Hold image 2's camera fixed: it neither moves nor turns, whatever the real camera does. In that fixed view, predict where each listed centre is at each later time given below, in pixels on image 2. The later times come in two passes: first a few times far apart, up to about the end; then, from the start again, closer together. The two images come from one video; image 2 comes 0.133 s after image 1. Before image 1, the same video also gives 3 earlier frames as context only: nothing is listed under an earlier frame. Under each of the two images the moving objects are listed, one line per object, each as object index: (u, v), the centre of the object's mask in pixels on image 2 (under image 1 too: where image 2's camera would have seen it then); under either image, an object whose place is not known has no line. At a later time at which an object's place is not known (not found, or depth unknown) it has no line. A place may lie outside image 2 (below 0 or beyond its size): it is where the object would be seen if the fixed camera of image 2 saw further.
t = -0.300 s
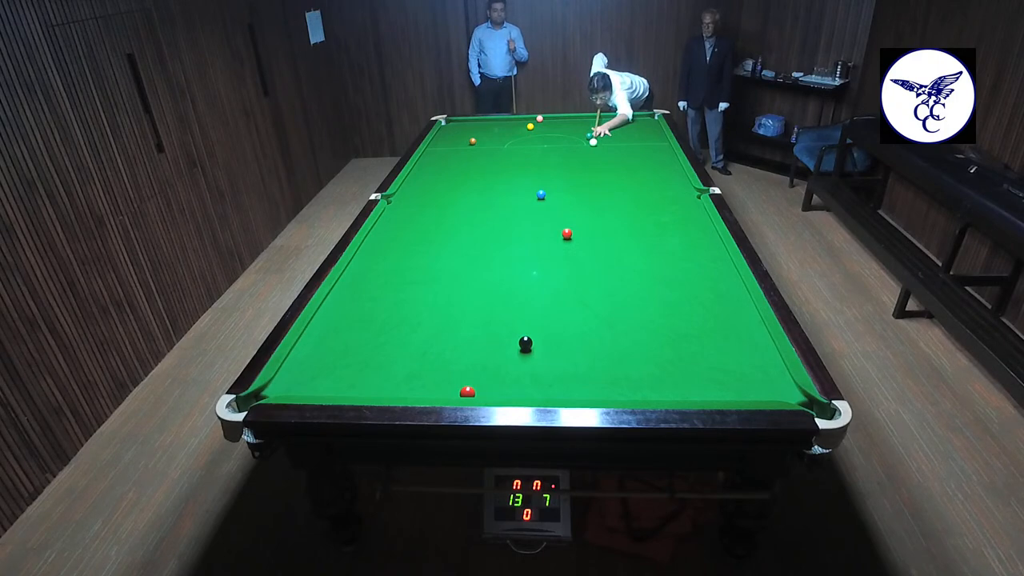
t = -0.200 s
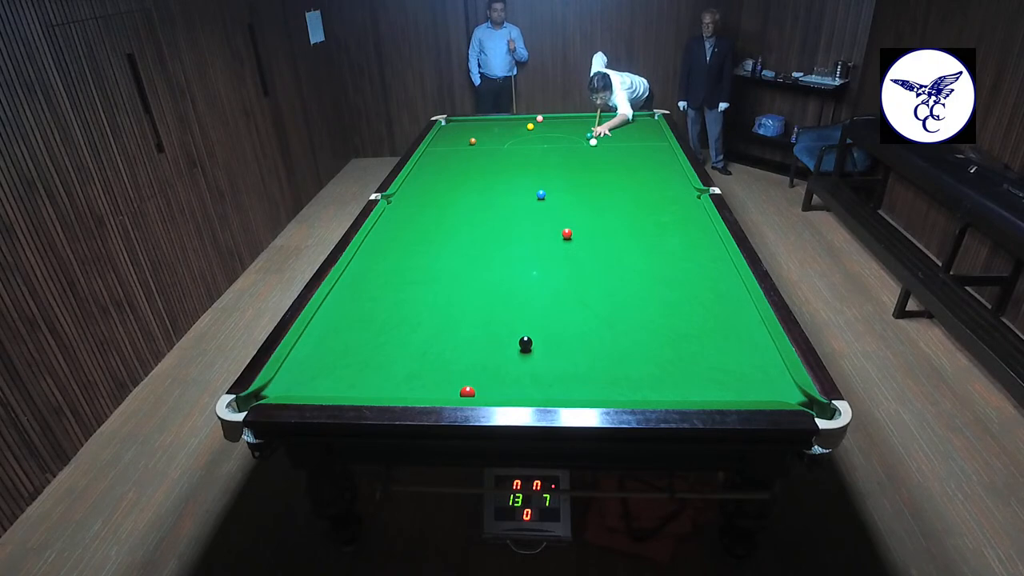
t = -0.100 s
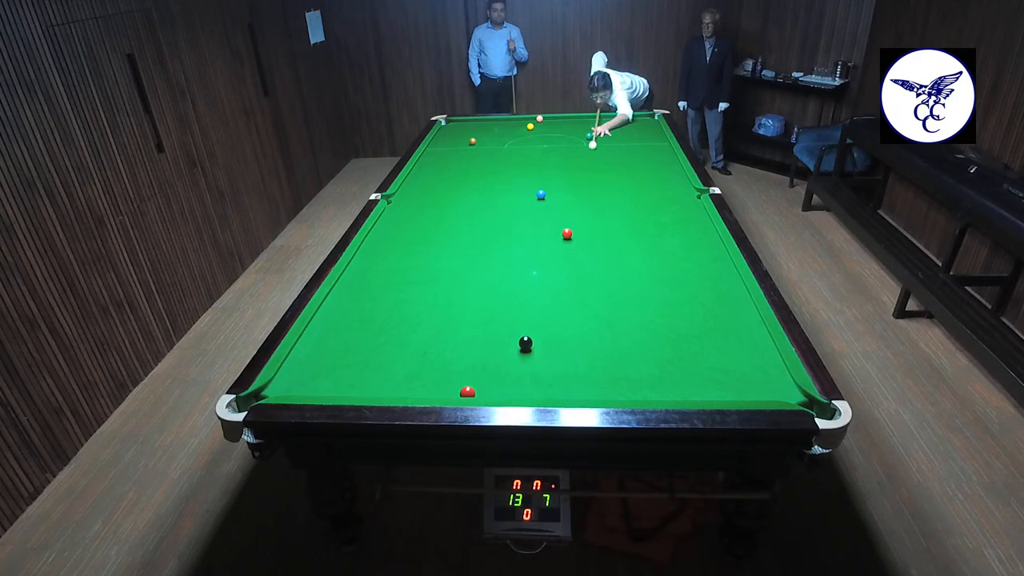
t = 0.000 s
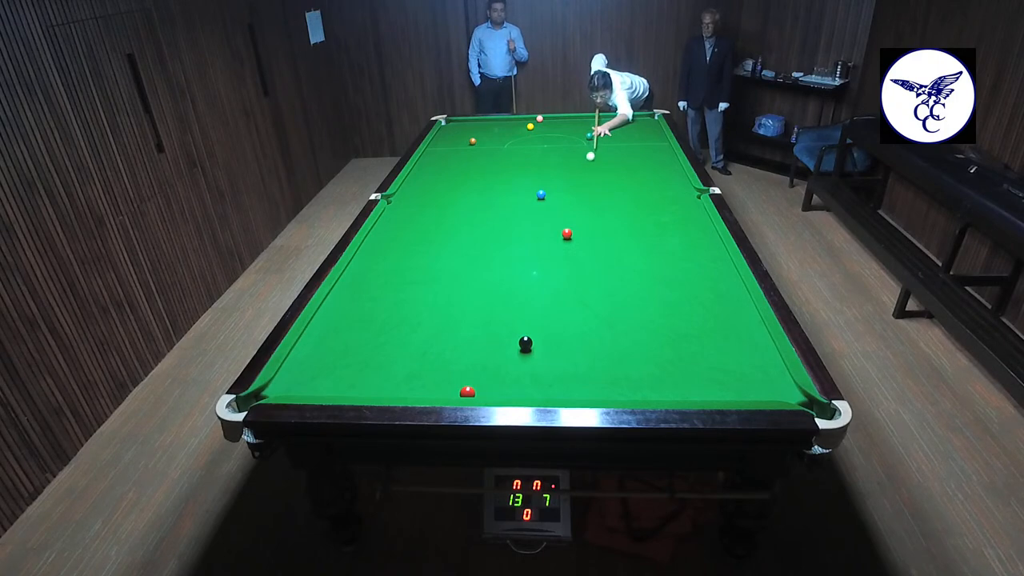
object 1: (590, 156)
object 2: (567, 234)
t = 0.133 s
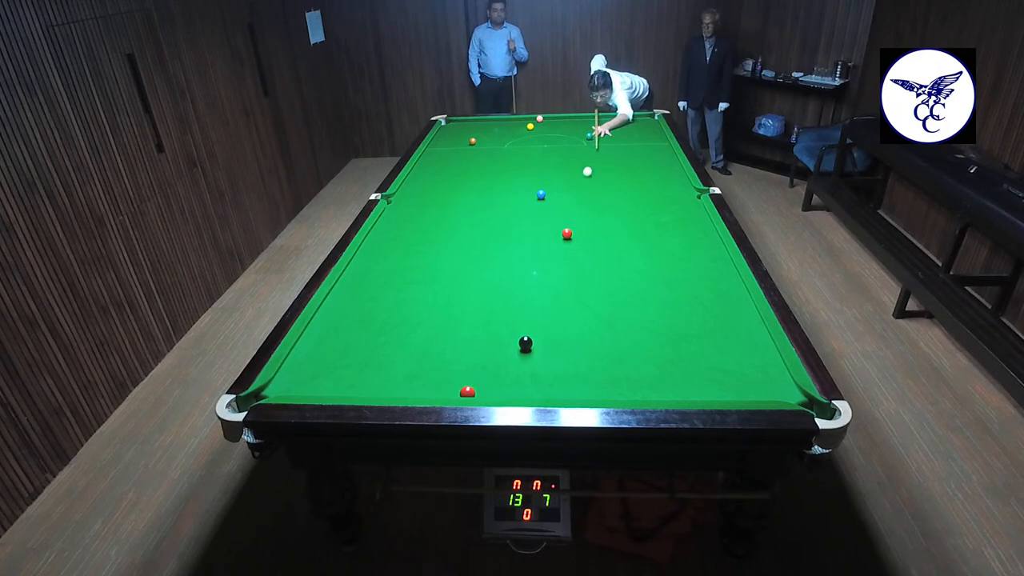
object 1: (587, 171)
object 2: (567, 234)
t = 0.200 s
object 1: (585, 179)
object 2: (567, 234)
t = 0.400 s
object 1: (580, 209)
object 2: (567, 234)
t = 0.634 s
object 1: (593, 245)
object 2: (546, 240)
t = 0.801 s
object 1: (618, 273)
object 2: (519, 249)
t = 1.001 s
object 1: (655, 313)
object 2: (487, 259)
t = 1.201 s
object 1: (700, 364)
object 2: (455, 269)
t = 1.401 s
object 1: (731, 372)
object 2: (422, 279)
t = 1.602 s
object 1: (737, 335)
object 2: (388, 289)
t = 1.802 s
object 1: (741, 305)
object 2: (354, 300)
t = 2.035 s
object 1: (728, 278)
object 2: (326, 312)
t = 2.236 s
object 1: (711, 259)
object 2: (340, 320)
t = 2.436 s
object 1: (696, 243)
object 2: (355, 328)
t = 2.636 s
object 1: (683, 229)
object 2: (369, 336)
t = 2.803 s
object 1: (673, 218)
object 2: (381, 342)
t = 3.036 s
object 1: (661, 205)
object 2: (398, 351)
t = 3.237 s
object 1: (652, 195)
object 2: (413, 359)
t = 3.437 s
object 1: (644, 186)
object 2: (428, 367)
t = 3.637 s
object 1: (636, 178)
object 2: (442, 375)
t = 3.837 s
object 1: (630, 170)
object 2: (457, 382)
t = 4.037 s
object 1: (623, 163)
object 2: (469, 381)
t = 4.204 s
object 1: (619, 158)
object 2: (477, 379)
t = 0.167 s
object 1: (586, 175)
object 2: (567, 234)
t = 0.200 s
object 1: (585, 179)
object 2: (567, 234)
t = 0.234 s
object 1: (585, 184)
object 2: (567, 234)
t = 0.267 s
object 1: (584, 189)
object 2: (567, 234)
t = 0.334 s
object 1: (582, 198)
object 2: (567, 234)
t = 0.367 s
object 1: (581, 203)
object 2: (567, 234)
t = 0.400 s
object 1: (580, 209)
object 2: (567, 234)
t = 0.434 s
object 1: (579, 214)
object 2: (567, 234)
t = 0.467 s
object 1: (578, 220)
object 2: (567, 234)
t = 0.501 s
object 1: (576, 226)
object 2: (567, 234)
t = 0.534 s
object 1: (577, 231)
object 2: (565, 234)
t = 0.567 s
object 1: (582, 236)
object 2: (559, 237)
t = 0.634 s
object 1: (593, 245)
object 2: (546, 240)
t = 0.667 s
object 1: (598, 250)
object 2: (540, 242)
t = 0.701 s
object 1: (603, 255)
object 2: (535, 244)
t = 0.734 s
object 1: (607, 261)
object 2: (530, 246)
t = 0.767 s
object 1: (613, 267)
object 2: (525, 247)
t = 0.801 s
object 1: (618, 273)
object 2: (519, 249)
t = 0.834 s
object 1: (623, 278)
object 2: (514, 250)
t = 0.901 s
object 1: (635, 292)
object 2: (503, 254)
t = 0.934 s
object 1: (641, 298)
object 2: (498, 255)
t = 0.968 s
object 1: (648, 306)
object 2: (493, 257)
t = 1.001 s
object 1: (655, 313)
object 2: (487, 259)
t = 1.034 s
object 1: (661, 321)
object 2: (482, 260)
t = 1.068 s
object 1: (669, 329)
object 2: (477, 262)
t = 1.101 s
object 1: (676, 337)
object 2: (471, 264)
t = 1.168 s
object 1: (692, 355)
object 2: (460, 267)
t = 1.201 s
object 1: (700, 364)
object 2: (455, 269)
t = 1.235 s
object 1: (710, 374)
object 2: (450, 270)
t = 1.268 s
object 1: (719, 385)
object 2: (444, 272)
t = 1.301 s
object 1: (728, 393)
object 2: (438, 274)
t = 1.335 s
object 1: (730, 388)
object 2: (433, 276)
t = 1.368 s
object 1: (731, 380)
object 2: (427, 277)
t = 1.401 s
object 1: (731, 372)
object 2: (422, 279)
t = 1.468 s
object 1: (733, 358)
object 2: (411, 283)
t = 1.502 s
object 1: (734, 352)
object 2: (405, 284)
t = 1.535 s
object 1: (735, 346)
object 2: (400, 286)
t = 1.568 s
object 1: (736, 340)
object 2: (394, 288)
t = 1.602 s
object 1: (737, 335)
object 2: (388, 289)
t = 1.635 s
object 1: (738, 329)
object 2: (383, 291)
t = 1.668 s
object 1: (739, 324)
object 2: (377, 293)
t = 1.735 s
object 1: (740, 314)
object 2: (366, 297)
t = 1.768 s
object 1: (741, 309)
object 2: (360, 298)
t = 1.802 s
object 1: (741, 305)
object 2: (354, 300)
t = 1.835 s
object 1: (742, 300)
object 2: (349, 302)
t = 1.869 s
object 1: (743, 295)
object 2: (343, 304)
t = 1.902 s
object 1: (742, 292)
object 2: (337, 306)
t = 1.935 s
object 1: (738, 288)
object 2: (331, 308)
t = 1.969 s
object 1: (734, 284)
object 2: (325, 309)
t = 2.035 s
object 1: (728, 278)
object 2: (326, 312)
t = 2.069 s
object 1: (725, 274)
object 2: (328, 314)
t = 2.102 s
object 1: (722, 271)
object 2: (331, 315)
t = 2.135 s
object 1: (719, 268)
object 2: (333, 316)
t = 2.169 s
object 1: (716, 265)
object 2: (336, 317)
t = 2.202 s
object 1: (714, 262)
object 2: (338, 319)
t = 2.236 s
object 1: (711, 259)
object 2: (340, 320)
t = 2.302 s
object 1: (706, 254)
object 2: (345, 323)
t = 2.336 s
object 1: (703, 251)
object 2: (348, 324)
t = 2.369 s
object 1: (700, 248)
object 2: (350, 325)
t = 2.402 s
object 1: (698, 245)
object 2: (352, 327)
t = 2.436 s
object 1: (696, 243)
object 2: (355, 328)
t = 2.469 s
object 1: (694, 240)
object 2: (357, 329)
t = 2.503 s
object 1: (691, 238)
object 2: (359, 331)
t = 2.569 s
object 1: (687, 233)
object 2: (364, 333)
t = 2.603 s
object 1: (685, 231)
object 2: (366, 335)
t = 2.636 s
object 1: (683, 229)
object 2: (369, 336)
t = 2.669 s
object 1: (681, 227)
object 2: (371, 337)
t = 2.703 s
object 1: (679, 224)
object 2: (374, 338)
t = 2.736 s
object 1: (677, 222)
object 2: (376, 340)
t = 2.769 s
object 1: (675, 220)
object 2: (378, 341)
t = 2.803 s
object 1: (673, 218)
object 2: (381, 342)
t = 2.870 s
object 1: (669, 214)
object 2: (386, 345)
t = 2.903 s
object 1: (668, 212)
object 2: (388, 346)
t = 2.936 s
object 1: (666, 210)
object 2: (391, 347)
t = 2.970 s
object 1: (664, 208)
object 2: (393, 349)
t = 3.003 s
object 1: (663, 207)
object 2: (395, 350)
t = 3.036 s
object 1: (661, 205)
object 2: (398, 351)
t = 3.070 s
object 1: (659, 203)
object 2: (400, 353)
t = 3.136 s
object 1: (657, 200)
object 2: (405, 355)
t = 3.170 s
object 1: (655, 198)
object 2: (408, 357)
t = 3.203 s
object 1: (653, 196)
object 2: (410, 358)
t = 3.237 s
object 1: (652, 195)
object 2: (413, 359)
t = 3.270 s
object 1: (650, 193)
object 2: (415, 361)
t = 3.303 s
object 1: (649, 192)
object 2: (418, 362)
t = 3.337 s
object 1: (648, 190)
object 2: (420, 363)
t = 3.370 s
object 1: (646, 189)
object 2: (423, 365)
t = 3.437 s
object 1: (644, 186)
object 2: (428, 367)
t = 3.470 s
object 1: (642, 184)
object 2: (430, 368)
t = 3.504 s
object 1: (641, 183)
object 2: (433, 369)
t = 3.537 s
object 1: (640, 181)
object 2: (435, 371)
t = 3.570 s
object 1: (639, 180)
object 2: (438, 372)
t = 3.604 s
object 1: (638, 179)
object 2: (440, 374)
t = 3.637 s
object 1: (636, 178)
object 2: (442, 375)
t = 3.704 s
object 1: (634, 175)
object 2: (447, 377)
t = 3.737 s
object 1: (633, 174)
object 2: (450, 379)
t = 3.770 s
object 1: (632, 172)
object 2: (452, 380)
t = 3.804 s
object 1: (631, 171)
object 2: (455, 381)
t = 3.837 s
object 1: (630, 170)
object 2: (457, 382)
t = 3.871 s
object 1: (628, 169)
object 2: (459, 383)
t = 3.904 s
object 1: (627, 168)
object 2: (461, 383)
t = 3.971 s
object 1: (626, 166)
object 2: (465, 382)
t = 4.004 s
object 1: (625, 165)
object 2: (467, 381)
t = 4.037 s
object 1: (623, 163)
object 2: (469, 381)
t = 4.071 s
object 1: (622, 162)
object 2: (471, 380)
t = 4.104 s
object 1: (621, 161)
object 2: (472, 380)
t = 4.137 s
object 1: (620, 160)
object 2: (474, 380)
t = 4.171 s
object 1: (619, 159)
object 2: (475, 380)
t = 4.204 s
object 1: (619, 158)
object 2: (477, 379)
